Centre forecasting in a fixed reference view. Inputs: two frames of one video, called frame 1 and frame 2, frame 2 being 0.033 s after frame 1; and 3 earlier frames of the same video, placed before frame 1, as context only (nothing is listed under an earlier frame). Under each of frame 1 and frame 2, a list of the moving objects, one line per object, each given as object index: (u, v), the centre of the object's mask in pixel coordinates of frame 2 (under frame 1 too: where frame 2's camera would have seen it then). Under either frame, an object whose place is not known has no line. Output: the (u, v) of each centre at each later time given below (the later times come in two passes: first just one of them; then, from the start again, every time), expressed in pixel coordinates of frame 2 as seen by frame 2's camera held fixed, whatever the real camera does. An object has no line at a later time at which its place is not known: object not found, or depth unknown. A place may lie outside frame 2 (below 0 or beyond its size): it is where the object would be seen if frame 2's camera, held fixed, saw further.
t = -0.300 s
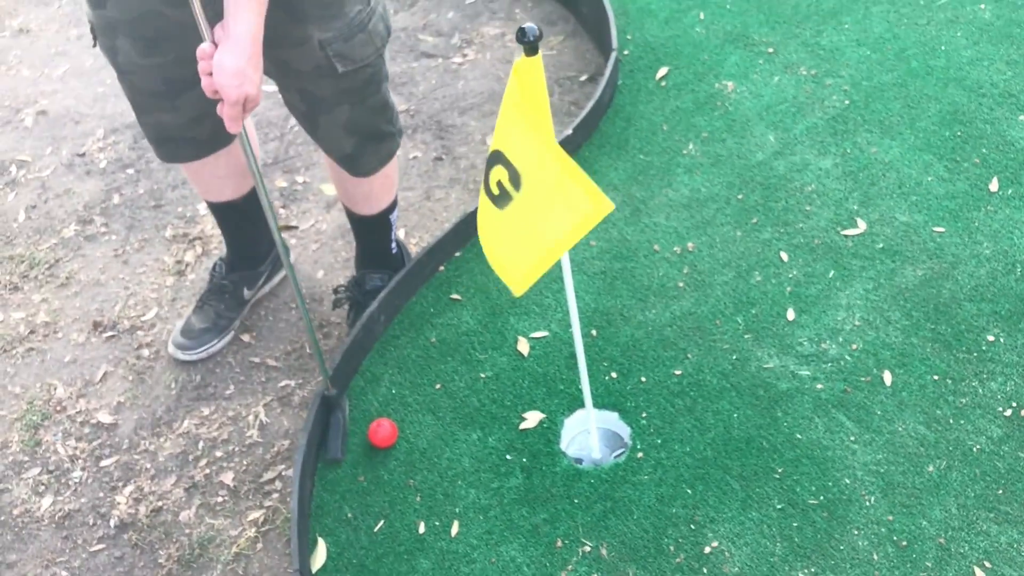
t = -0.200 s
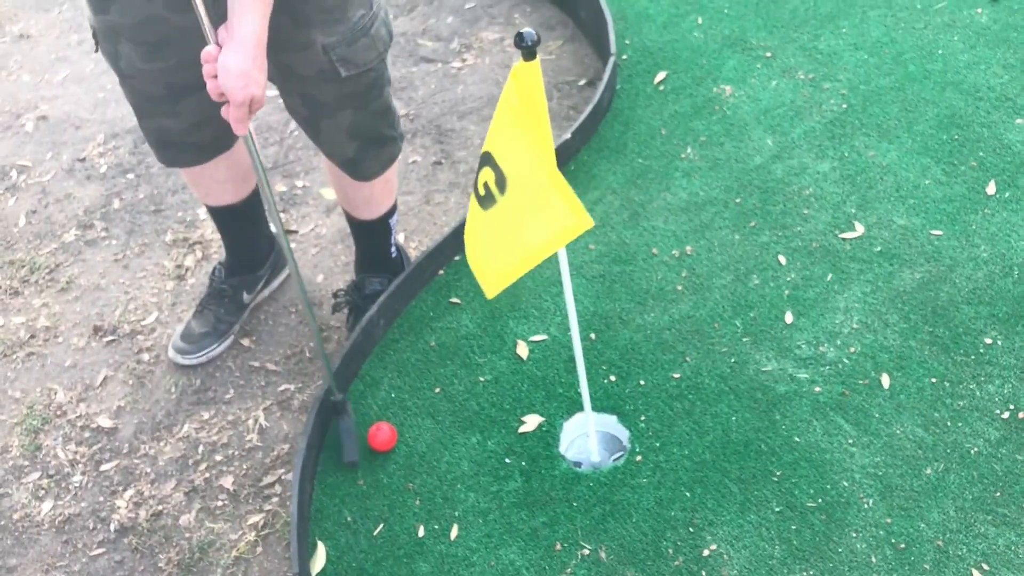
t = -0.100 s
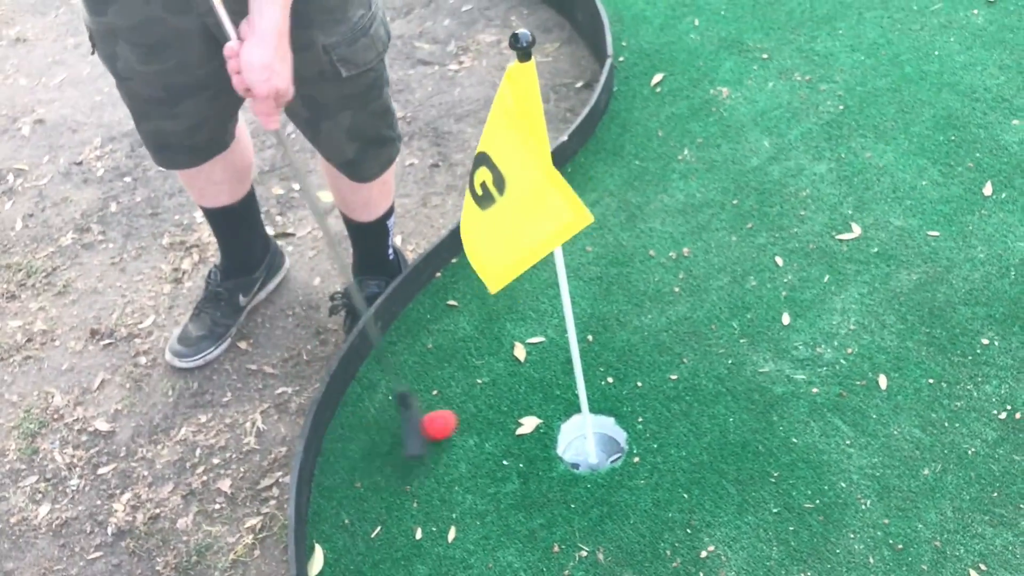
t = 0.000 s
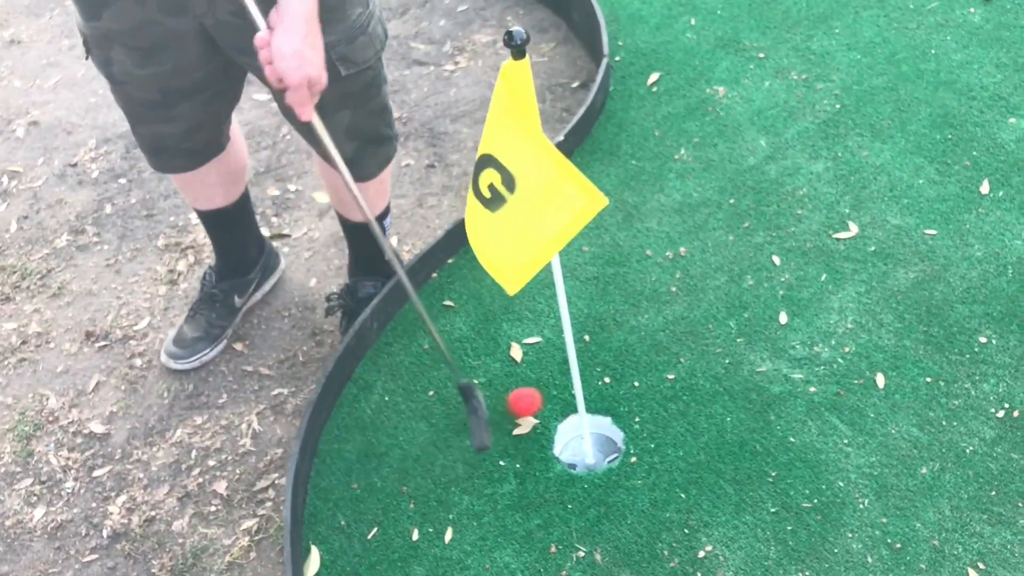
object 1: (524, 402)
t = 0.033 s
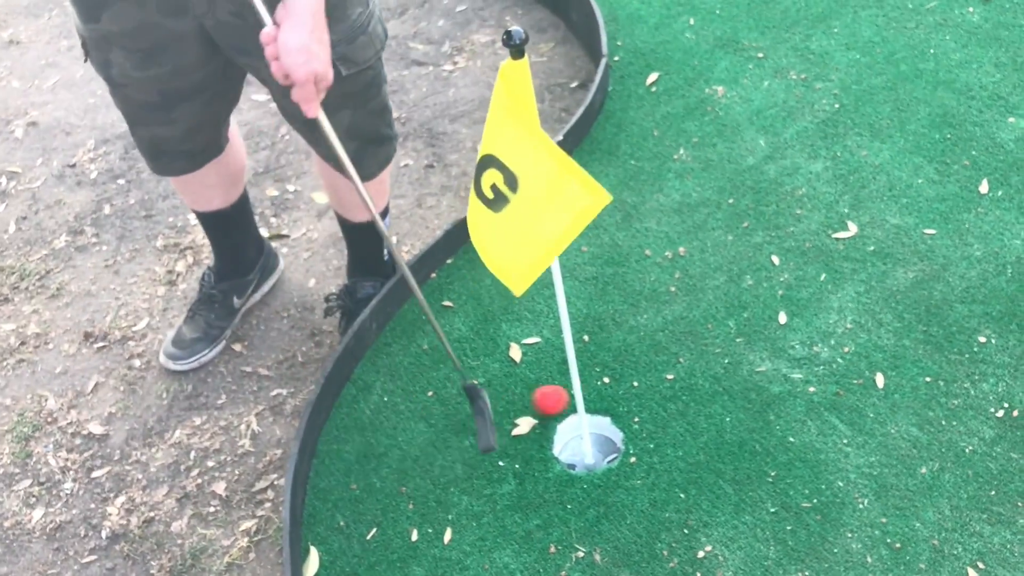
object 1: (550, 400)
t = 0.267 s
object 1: (689, 366)
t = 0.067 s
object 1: (571, 394)
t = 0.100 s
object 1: (595, 387)
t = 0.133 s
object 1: (614, 386)
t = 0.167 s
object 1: (634, 381)
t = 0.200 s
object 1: (653, 375)
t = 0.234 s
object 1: (671, 373)
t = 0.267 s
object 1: (689, 366)
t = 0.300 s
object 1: (707, 362)
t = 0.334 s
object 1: (723, 357)
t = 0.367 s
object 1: (739, 352)
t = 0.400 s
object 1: (756, 347)
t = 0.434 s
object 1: (771, 342)
